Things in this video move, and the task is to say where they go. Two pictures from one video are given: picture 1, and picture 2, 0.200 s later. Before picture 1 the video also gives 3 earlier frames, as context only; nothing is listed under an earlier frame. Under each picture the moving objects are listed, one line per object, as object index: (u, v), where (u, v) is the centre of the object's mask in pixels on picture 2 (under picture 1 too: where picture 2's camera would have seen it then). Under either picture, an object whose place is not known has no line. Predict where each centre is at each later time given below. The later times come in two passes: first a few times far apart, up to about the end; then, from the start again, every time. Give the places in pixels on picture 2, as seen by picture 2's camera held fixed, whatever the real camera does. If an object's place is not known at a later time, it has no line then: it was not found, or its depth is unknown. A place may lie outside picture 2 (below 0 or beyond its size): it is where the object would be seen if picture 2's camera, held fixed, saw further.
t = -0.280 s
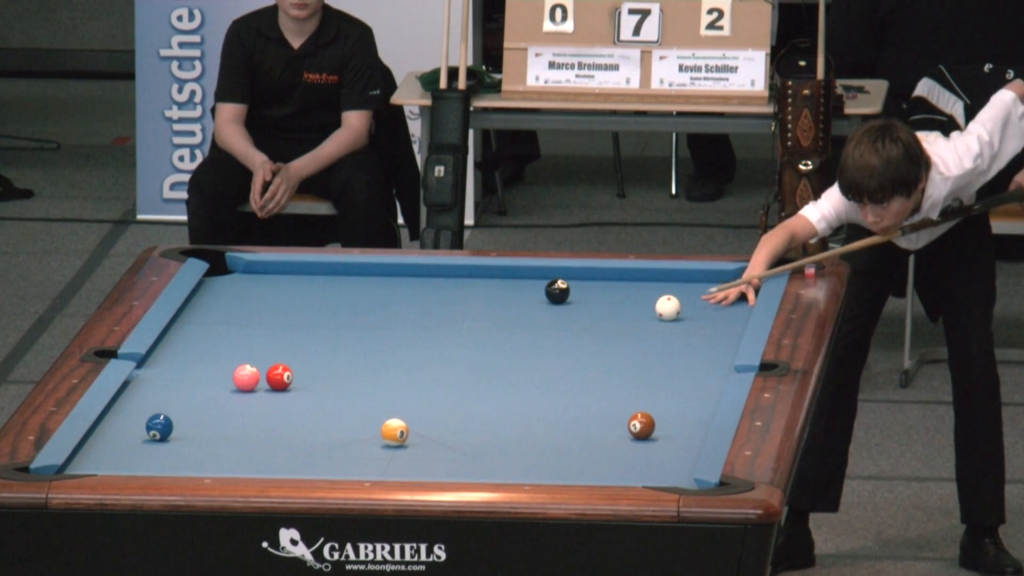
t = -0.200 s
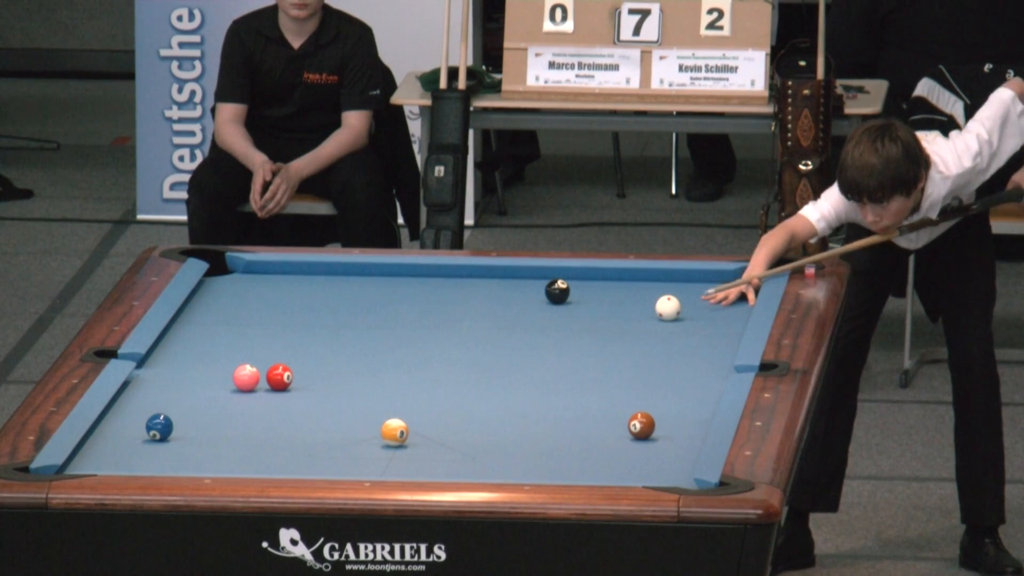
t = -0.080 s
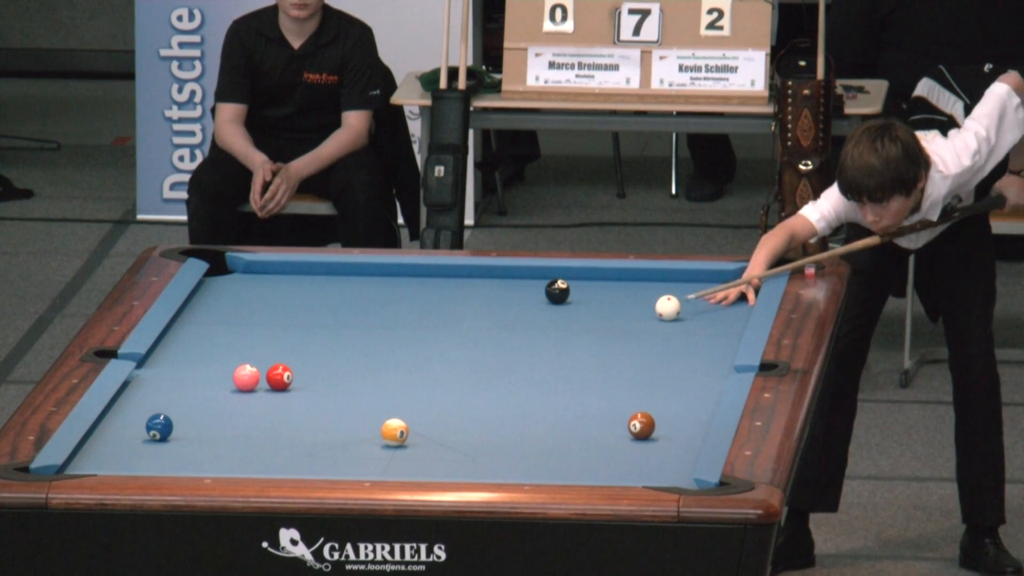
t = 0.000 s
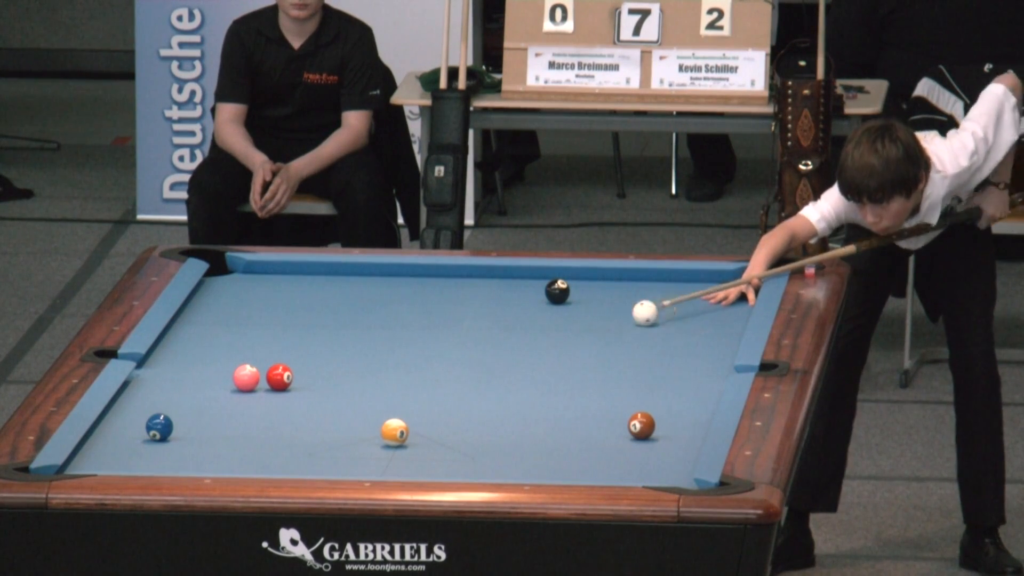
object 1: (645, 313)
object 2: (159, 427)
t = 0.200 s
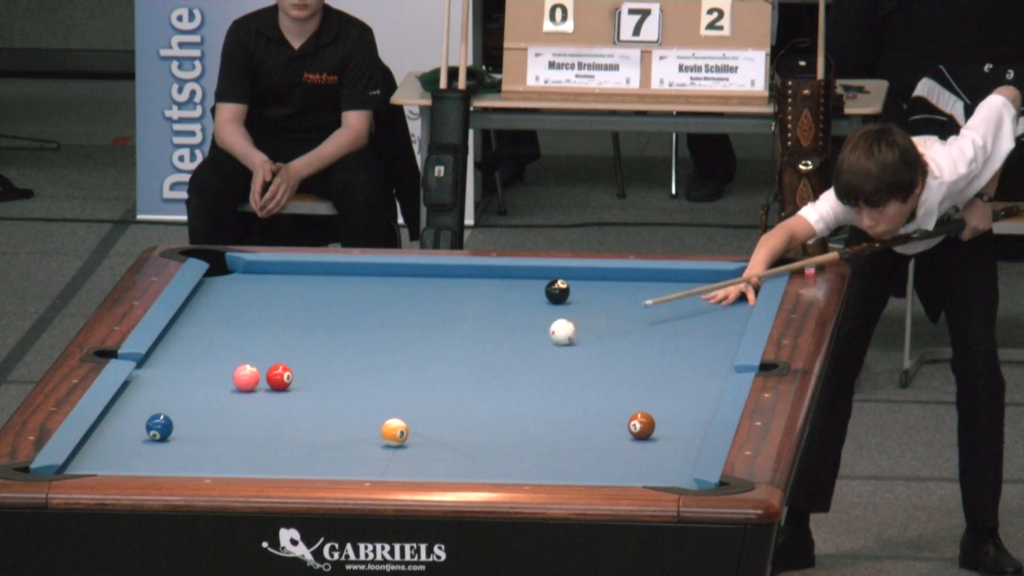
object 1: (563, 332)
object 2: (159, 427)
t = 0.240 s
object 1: (546, 335)
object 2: (159, 427)
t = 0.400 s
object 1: (480, 350)
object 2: (159, 427)
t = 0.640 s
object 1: (380, 373)
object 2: (159, 427)
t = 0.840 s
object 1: (296, 392)
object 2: (159, 427)
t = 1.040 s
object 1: (211, 412)
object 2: (159, 427)
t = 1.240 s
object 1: (142, 417)
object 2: (143, 437)
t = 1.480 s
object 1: (124, 424)
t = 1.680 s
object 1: (153, 425)
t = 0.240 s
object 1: (546, 335)
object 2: (159, 427)
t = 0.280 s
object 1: (530, 339)
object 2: (159, 427)
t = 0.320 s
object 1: (513, 343)
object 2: (159, 427)
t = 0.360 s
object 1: (496, 346)
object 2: (159, 427)
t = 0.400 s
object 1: (480, 350)
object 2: (159, 427)
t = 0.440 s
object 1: (463, 354)
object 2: (159, 427)
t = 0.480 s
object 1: (447, 357)
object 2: (159, 427)
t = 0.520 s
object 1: (430, 362)
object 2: (159, 427)
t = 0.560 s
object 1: (413, 365)
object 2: (159, 427)
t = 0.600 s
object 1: (397, 369)
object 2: (159, 427)
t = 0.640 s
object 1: (380, 373)
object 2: (159, 427)
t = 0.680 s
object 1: (363, 377)
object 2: (159, 427)
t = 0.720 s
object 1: (346, 381)
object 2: (159, 427)
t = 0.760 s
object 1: (330, 384)
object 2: (159, 427)
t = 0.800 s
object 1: (313, 388)
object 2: (159, 427)
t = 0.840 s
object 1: (296, 392)
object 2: (159, 427)
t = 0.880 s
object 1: (278, 395)
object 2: (159, 427)
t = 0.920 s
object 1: (262, 400)
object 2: (159, 427)
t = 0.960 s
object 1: (245, 404)
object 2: (159, 427)
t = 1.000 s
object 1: (227, 407)
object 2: (159, 427)
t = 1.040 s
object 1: (211, 412)
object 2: (159, 427)
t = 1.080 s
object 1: (194, 415)
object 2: (159, 427)
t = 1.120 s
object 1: (179, 418)
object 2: (159, 427)
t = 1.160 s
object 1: (167, 416)
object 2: (156, 429)
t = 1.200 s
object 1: (154, 415)
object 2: (149, 433)
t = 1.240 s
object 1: (142, 417)
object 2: (143, 437)
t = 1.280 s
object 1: (130, 419)
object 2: (137, 440)
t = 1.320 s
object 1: (120, 421)
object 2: (132, 443)
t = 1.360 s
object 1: (109, 422)
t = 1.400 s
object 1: (113, 422)
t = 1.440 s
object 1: (118, 423)
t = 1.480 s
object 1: (124, 424)
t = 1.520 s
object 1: (130, 424)
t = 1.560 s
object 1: (135, 425)
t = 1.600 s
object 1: (141, 425)
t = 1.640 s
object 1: (146, 426)
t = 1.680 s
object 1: (153, 425)
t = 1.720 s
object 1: (161, 424)
